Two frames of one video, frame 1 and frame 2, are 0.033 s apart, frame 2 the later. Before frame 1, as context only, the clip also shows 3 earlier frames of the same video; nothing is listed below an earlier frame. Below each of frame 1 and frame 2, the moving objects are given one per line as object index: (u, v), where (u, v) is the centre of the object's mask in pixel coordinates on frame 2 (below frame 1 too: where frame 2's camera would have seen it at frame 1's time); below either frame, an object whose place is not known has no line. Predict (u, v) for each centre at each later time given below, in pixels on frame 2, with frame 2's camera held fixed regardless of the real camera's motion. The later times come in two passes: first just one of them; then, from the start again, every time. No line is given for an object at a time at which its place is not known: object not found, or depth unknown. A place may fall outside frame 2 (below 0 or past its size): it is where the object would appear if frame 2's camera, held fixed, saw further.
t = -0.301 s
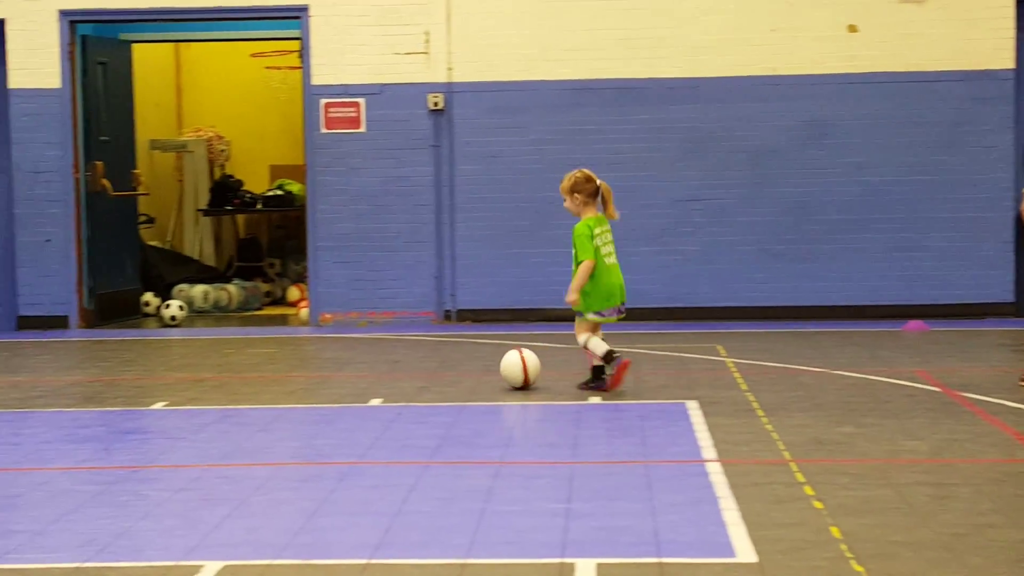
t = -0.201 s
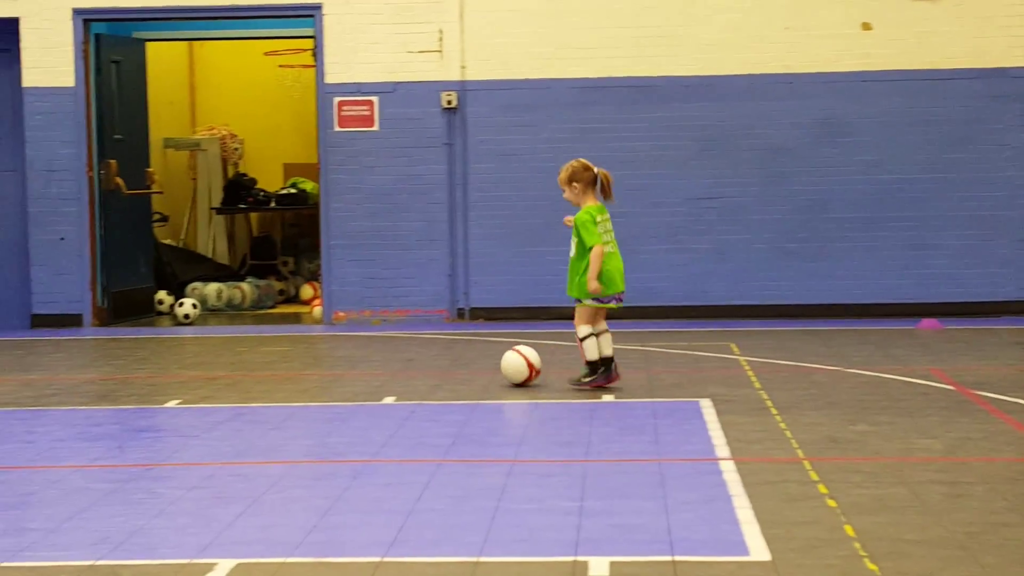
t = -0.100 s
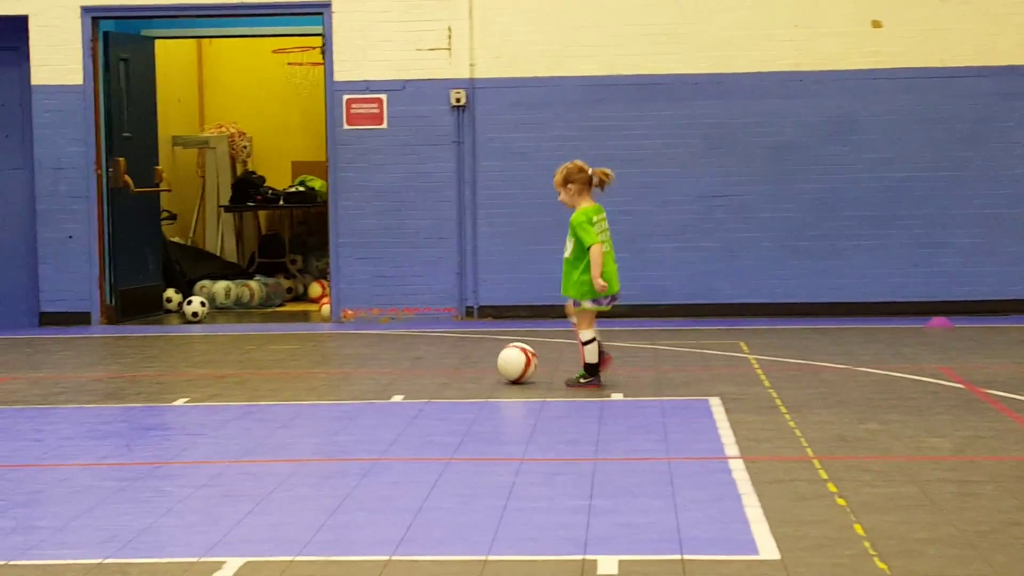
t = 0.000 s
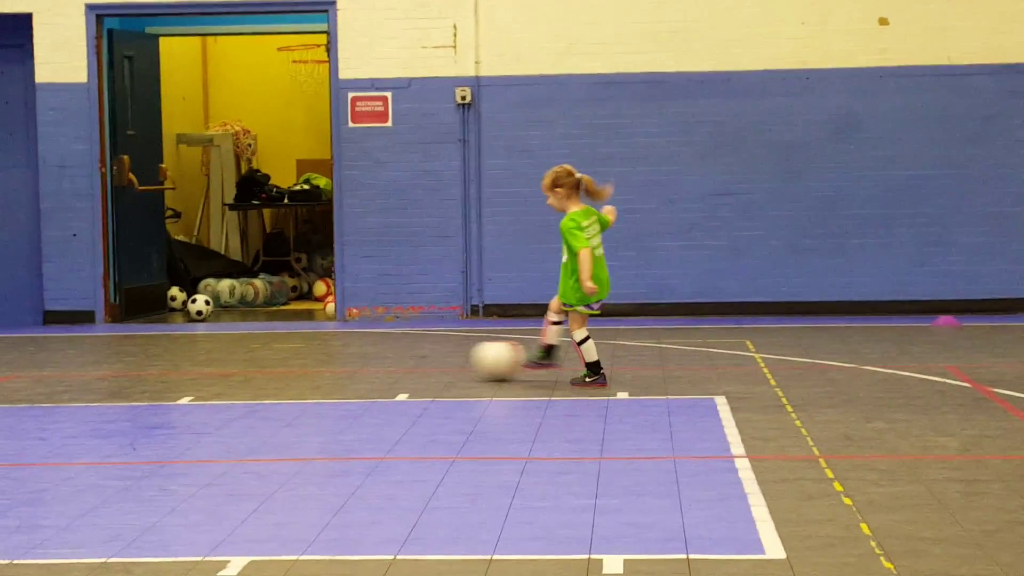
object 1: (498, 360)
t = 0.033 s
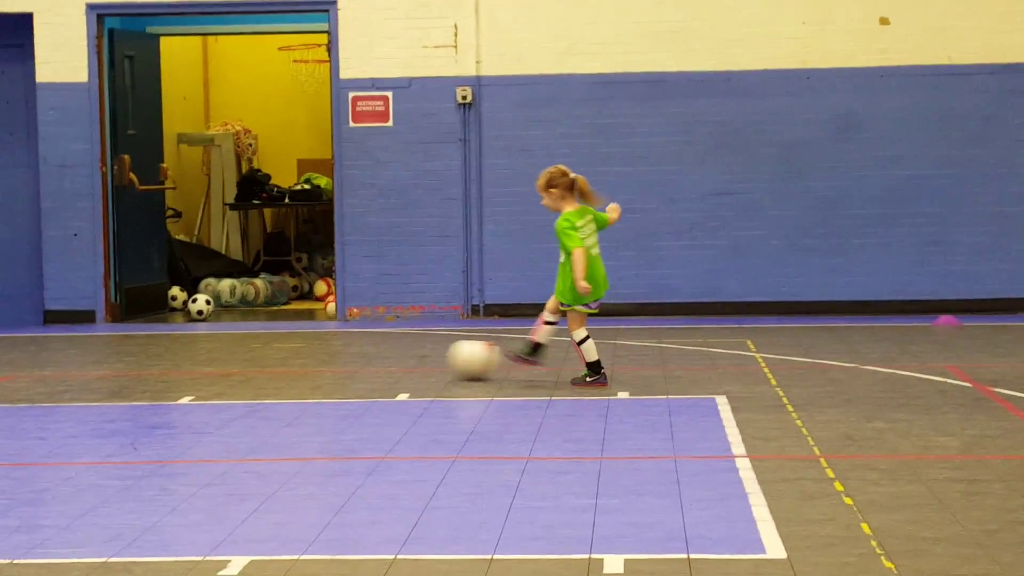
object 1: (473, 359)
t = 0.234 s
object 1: (349, 357)
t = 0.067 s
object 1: (450, 359)
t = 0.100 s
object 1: (428, 358)
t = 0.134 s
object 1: (406, 357)
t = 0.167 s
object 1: (387, 357)
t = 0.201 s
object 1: (367, 356)
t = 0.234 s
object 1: (349, 357)
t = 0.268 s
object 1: (333, 356)
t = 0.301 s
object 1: (317, 356)
